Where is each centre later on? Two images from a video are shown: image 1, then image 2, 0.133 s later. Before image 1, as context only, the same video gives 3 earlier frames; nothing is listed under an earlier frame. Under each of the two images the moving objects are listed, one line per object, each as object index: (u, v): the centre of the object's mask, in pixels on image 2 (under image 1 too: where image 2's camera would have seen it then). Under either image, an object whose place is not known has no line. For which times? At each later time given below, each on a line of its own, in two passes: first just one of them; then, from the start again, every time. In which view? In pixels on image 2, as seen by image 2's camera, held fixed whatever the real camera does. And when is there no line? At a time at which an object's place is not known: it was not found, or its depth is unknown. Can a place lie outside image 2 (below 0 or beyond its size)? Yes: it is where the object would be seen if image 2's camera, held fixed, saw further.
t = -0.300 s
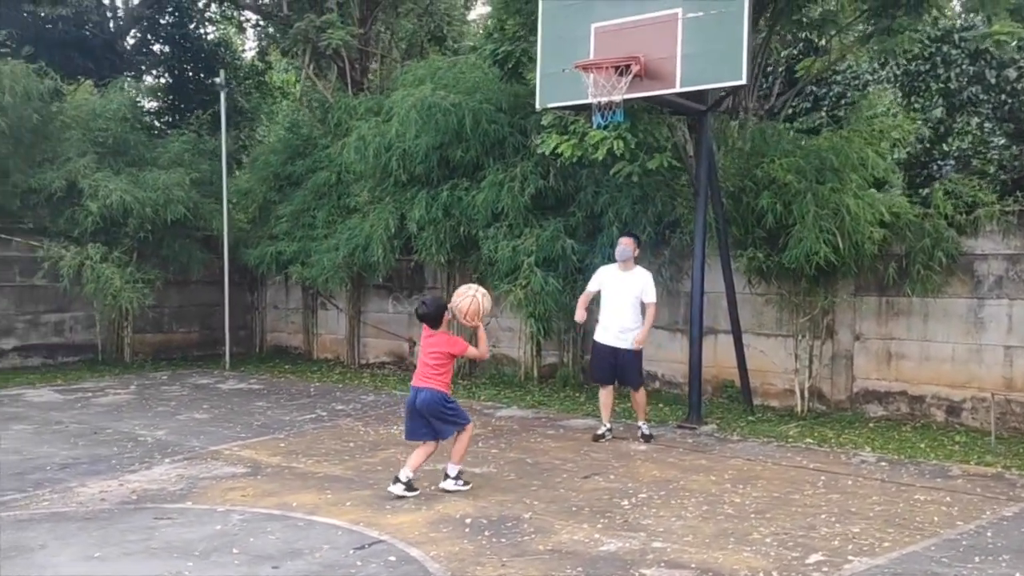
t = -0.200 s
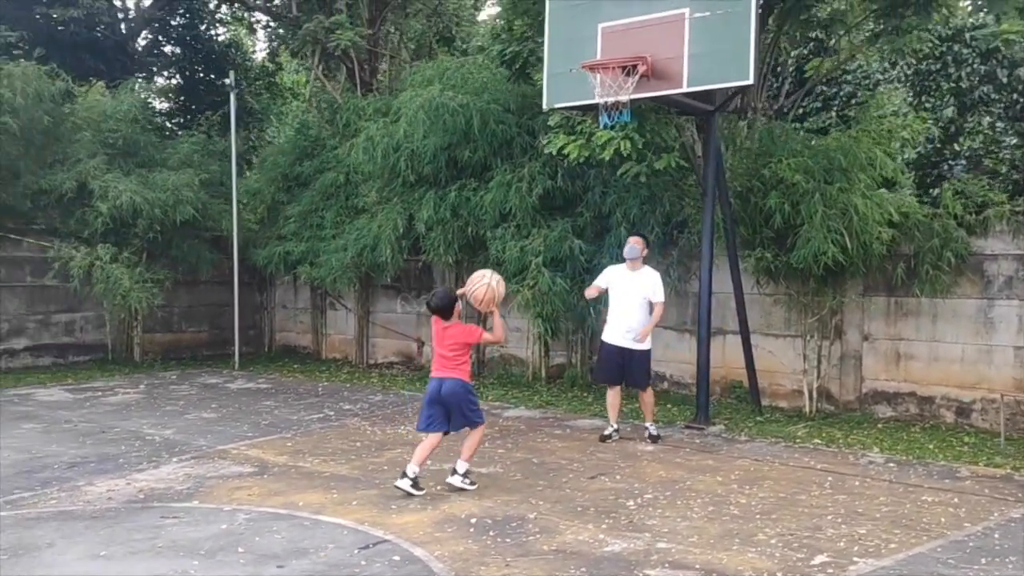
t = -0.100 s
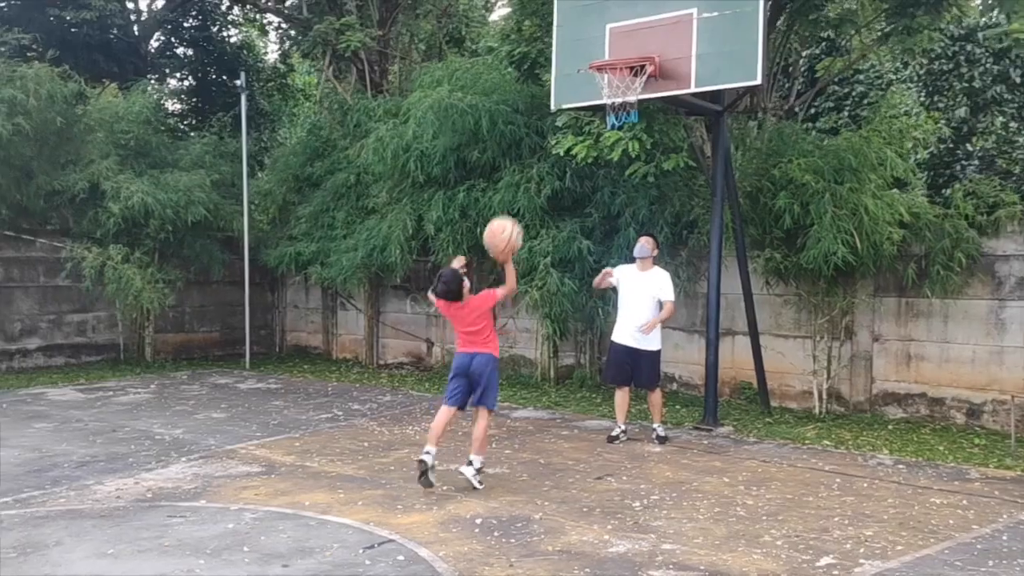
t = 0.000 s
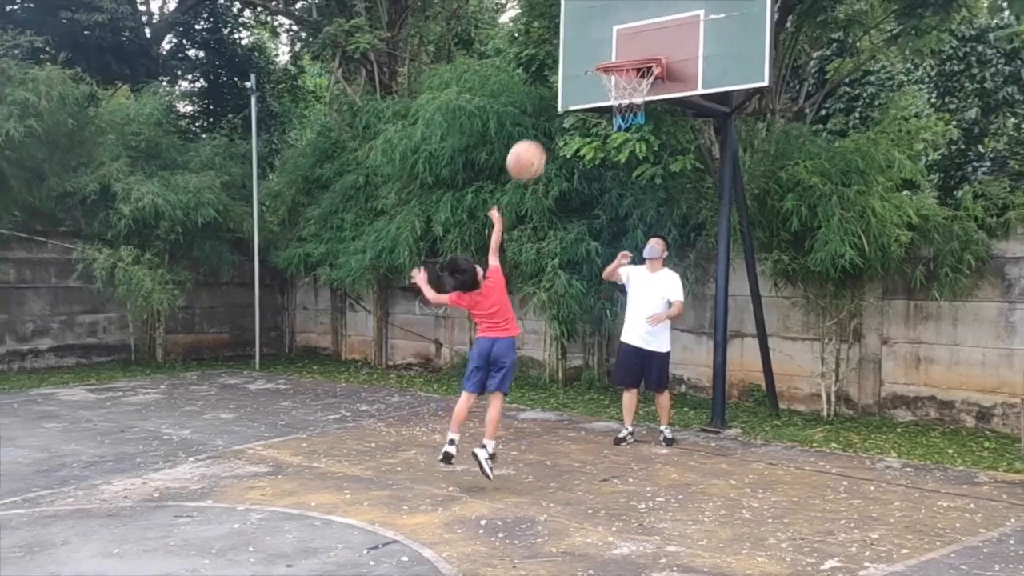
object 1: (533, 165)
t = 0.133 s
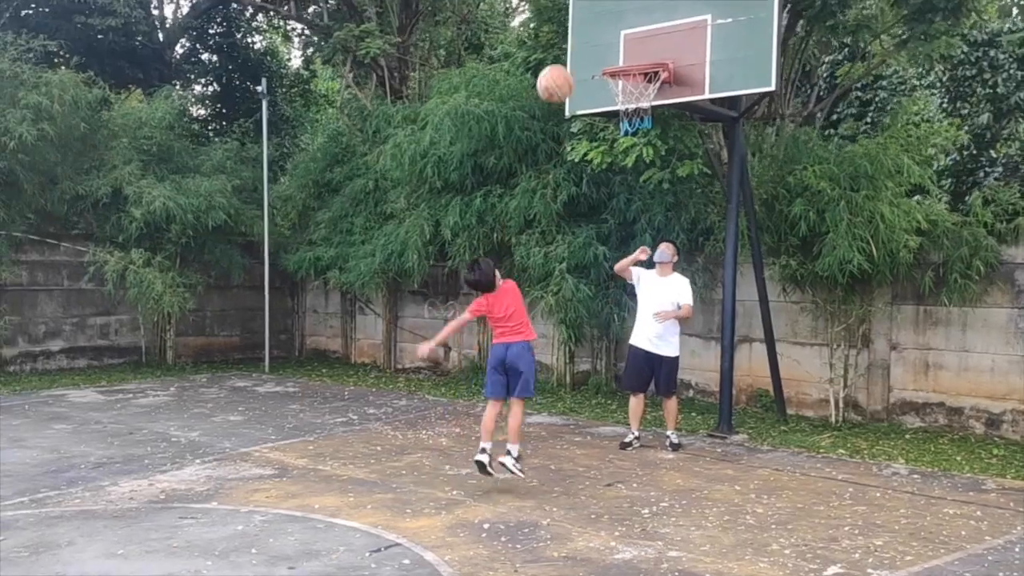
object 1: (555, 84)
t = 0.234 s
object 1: (570, 43)
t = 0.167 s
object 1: (560, 68)
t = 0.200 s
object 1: (565, 55)
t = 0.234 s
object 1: (570, 43)
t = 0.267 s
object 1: (575, 33)
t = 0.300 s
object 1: (580, 24)
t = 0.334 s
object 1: (586, 18)
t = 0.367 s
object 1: (591, 13)
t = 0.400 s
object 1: (595, 9)
